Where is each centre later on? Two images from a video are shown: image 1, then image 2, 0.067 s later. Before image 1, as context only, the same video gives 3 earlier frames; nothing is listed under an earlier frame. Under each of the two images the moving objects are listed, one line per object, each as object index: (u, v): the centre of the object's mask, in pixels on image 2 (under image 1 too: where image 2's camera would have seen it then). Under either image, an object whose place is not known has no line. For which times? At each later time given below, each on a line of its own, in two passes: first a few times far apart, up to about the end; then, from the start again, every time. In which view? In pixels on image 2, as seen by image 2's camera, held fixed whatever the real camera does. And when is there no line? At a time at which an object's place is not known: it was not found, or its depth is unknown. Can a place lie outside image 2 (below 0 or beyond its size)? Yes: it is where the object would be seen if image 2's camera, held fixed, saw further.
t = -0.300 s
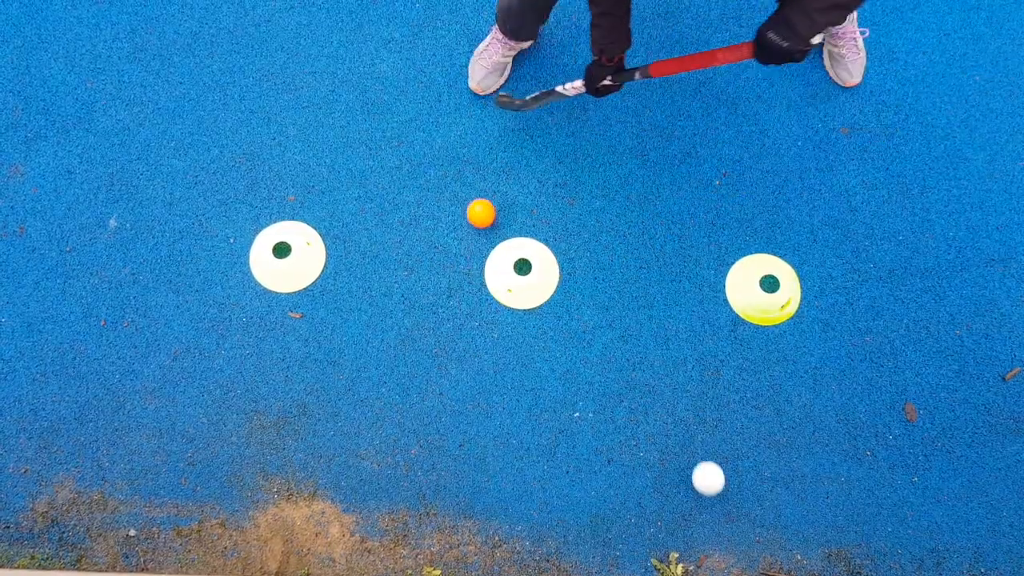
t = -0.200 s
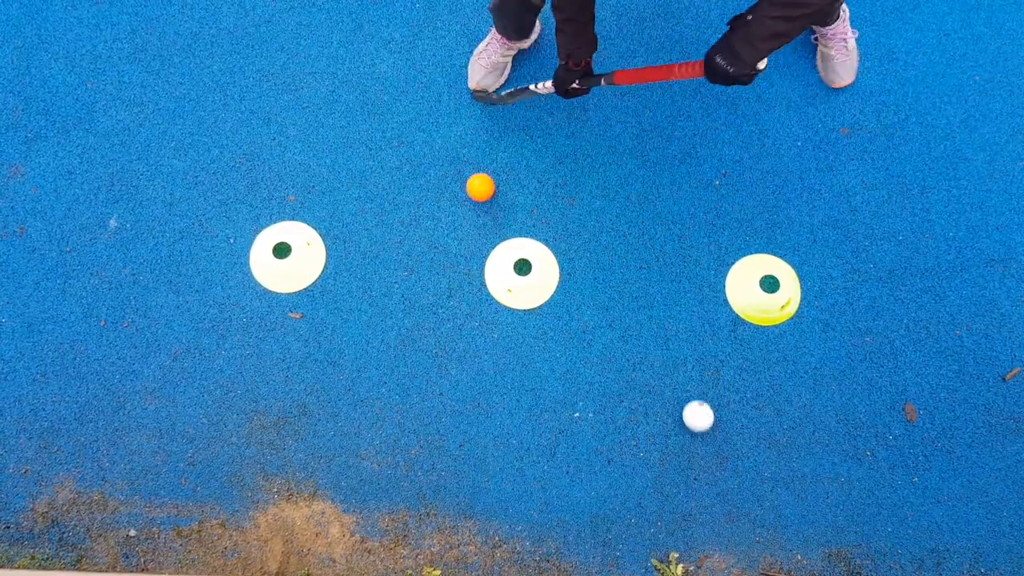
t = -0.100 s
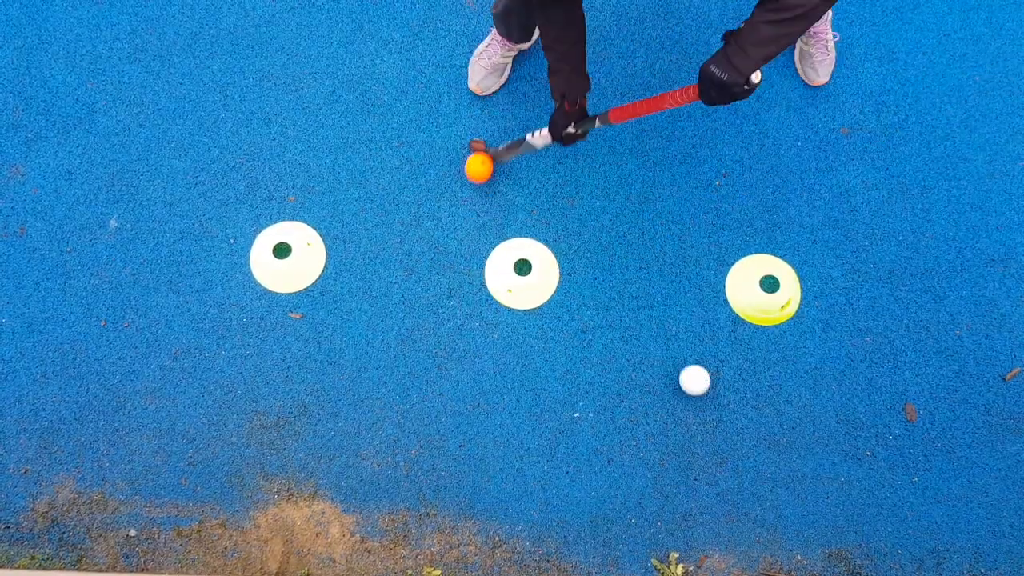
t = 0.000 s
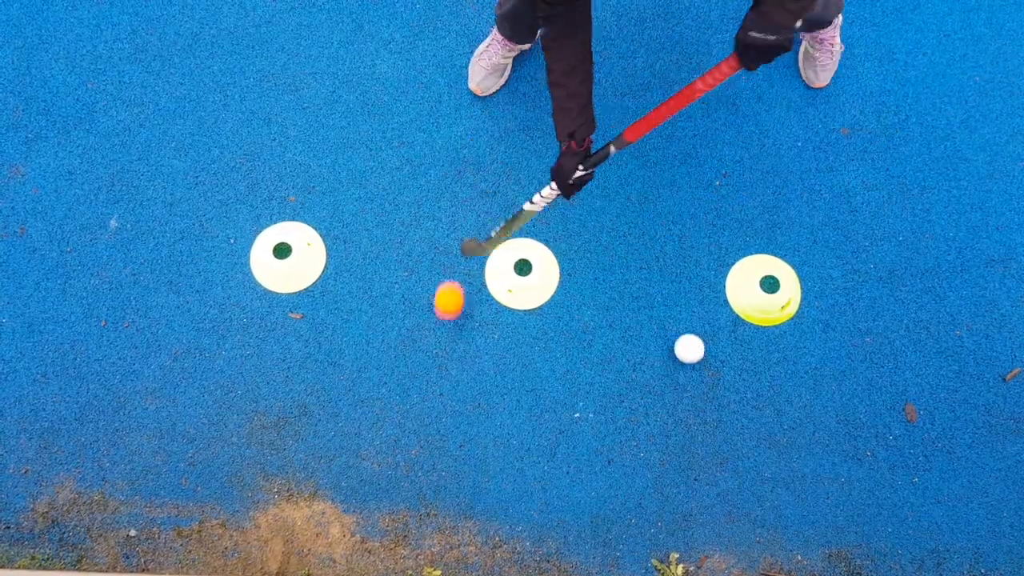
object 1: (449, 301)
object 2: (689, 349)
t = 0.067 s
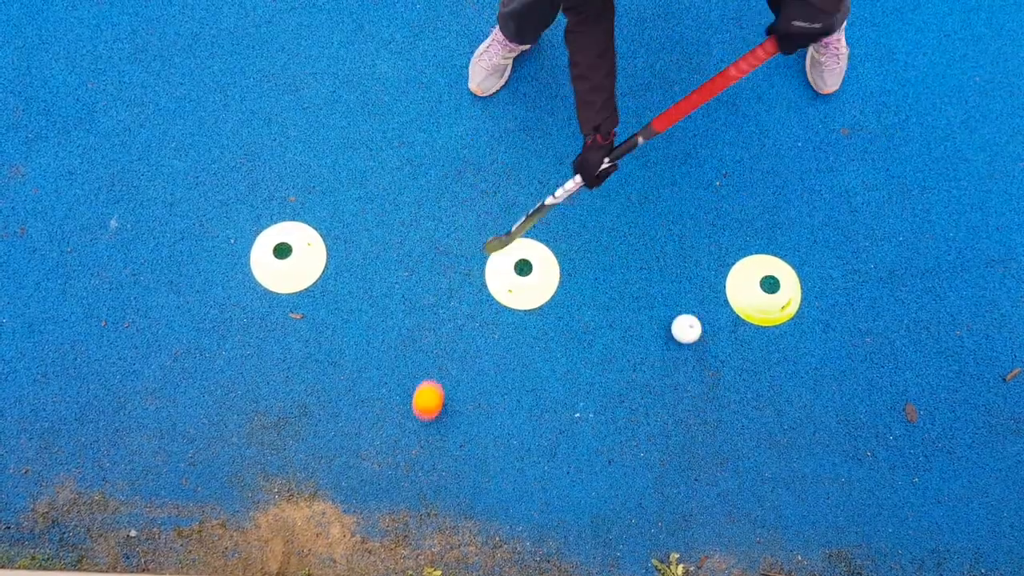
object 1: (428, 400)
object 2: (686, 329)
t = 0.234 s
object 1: (389, 521)
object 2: (682, 280)
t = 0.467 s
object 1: (382, 372)
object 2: (679, 218)
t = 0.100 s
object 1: (417, 448)
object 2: (685, 319)
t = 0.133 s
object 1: (407, 497)
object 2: (684, 308)
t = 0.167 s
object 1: (396, 543)
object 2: (683, 299)
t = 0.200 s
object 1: (390, 550)
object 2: (682, 289)
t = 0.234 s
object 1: (389, 521)
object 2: (682, 280)
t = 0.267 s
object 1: (388, 492)
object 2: (681, 271)
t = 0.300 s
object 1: (387, 469)
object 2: (680, 261)
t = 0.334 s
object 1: (386, 446)
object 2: (680, 252)
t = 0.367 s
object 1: (385, 424)
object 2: (679, 244)
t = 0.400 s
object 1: (384, 405)
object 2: (679, 235)
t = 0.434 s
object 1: (383, 388)
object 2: (679, 227)
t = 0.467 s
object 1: (382, 372)
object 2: (679, 218)
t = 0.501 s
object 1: (381, 356)
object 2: (679, 210)
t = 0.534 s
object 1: (381, 341)
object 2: (680, 202)
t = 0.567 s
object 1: (381, 327)
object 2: (680, 194)
